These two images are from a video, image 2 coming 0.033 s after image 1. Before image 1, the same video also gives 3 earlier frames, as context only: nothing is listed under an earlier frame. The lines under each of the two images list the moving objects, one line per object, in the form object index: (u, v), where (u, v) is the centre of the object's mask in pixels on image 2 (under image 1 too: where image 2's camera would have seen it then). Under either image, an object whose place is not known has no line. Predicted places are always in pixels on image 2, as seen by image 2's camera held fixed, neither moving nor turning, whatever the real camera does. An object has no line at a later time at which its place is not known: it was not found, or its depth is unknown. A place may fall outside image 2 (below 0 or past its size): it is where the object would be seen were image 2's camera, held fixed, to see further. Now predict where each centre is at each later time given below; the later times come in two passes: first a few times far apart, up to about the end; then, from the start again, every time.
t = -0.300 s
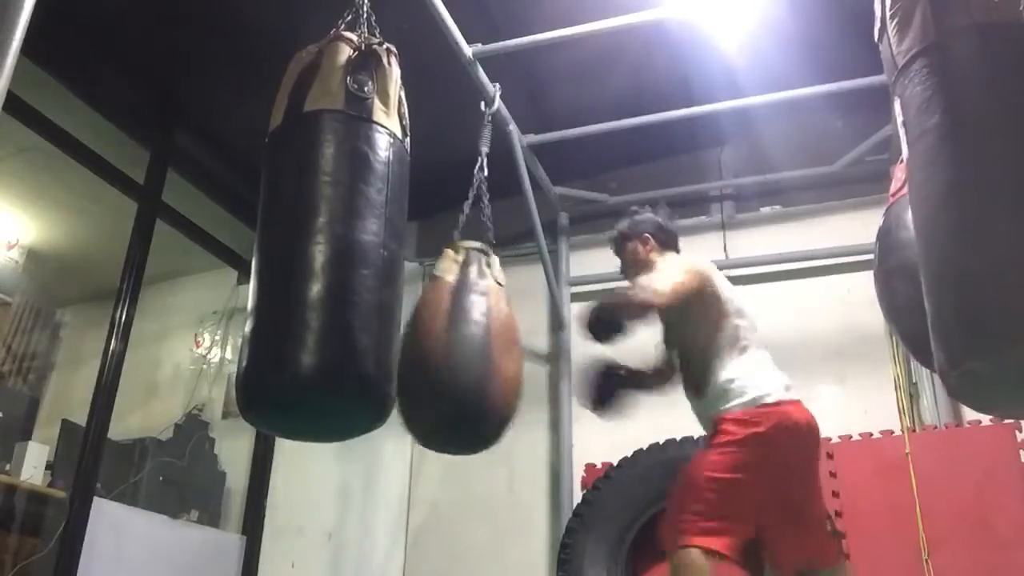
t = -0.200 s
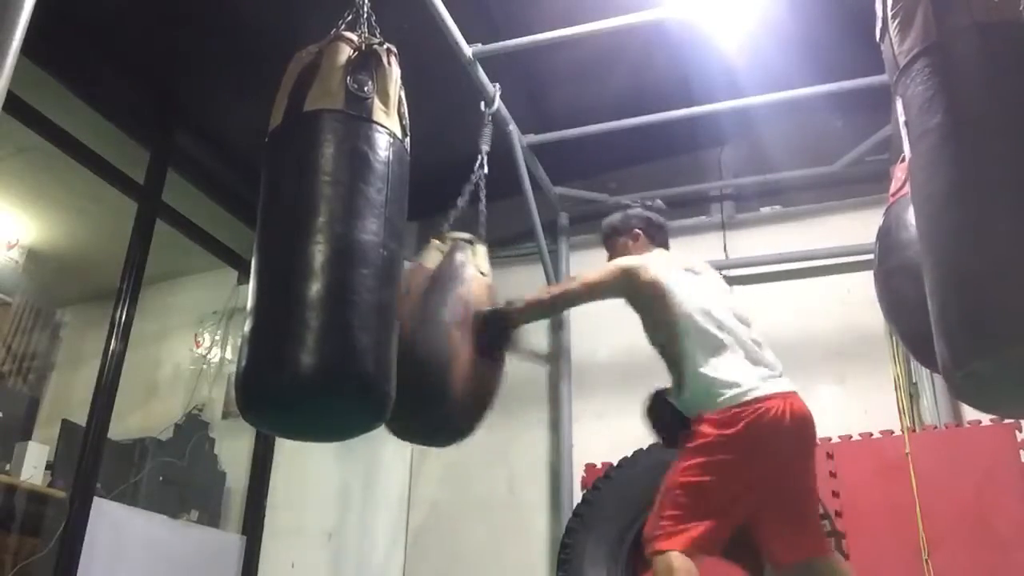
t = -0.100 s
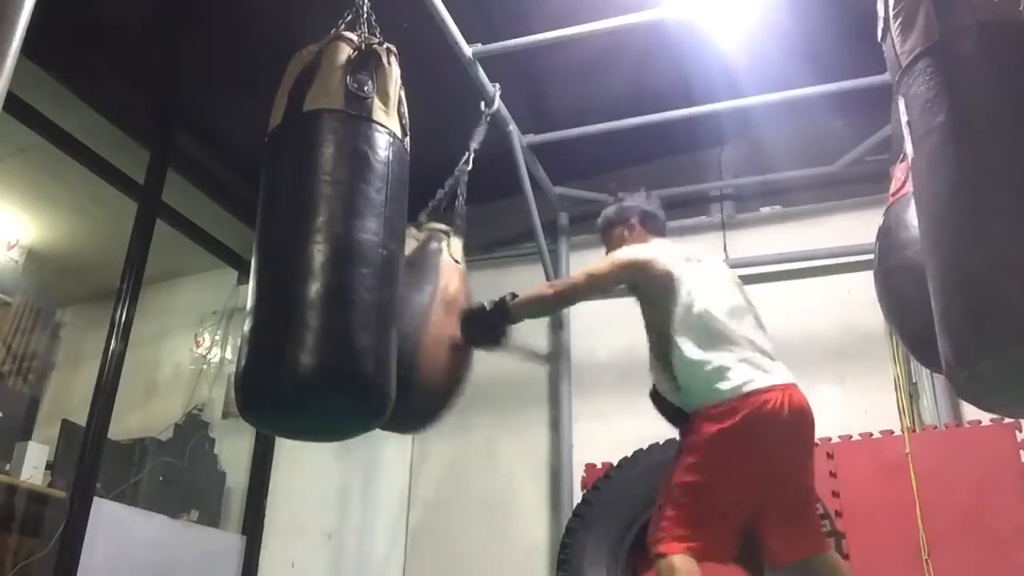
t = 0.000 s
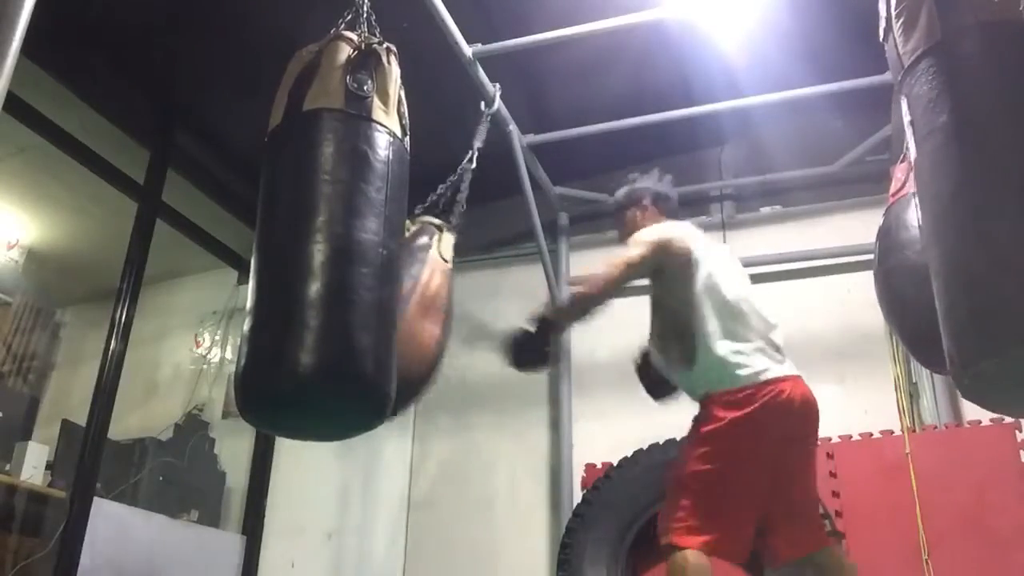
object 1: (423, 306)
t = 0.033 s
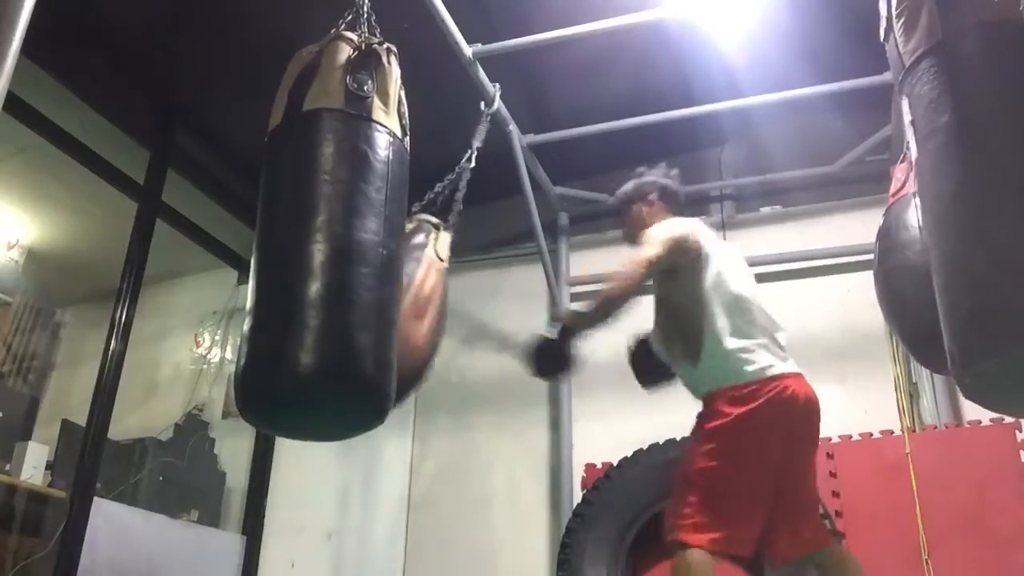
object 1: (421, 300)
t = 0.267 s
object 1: (417, 283)
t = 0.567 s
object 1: (437, 328)
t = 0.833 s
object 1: (506, 351)
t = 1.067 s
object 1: (565, 346)
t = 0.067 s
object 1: (419, 295)
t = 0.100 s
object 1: (418, 291)
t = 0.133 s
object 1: (416, 288)
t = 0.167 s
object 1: (416, 286)
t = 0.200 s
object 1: (415, 284)
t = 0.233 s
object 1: (416, 284)
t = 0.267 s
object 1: (417, 283)
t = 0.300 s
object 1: (418, 285)
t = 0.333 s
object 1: (419, 288)
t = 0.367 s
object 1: (420, 291)
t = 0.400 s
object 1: (421, 297)
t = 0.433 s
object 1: (423, 303)
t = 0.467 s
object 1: (425, 310)
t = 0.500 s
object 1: (428, 317)
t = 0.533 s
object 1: (432, 323)
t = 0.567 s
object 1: (437, 328)
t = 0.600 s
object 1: (442, 333)
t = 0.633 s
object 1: (447, 337)
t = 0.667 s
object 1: (453, 343)
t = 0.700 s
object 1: (461, 347)
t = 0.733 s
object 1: (473, 350)
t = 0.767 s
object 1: (484, 350)
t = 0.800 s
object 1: (495, 351)
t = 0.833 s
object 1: (506, 351)
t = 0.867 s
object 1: (516, 351)
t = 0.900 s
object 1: (526, 352)
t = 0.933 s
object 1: (535, 352)
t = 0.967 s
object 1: (544, 351)
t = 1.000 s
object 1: (551, 348)
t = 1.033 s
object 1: (558, 347)
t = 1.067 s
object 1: (565, 346)
